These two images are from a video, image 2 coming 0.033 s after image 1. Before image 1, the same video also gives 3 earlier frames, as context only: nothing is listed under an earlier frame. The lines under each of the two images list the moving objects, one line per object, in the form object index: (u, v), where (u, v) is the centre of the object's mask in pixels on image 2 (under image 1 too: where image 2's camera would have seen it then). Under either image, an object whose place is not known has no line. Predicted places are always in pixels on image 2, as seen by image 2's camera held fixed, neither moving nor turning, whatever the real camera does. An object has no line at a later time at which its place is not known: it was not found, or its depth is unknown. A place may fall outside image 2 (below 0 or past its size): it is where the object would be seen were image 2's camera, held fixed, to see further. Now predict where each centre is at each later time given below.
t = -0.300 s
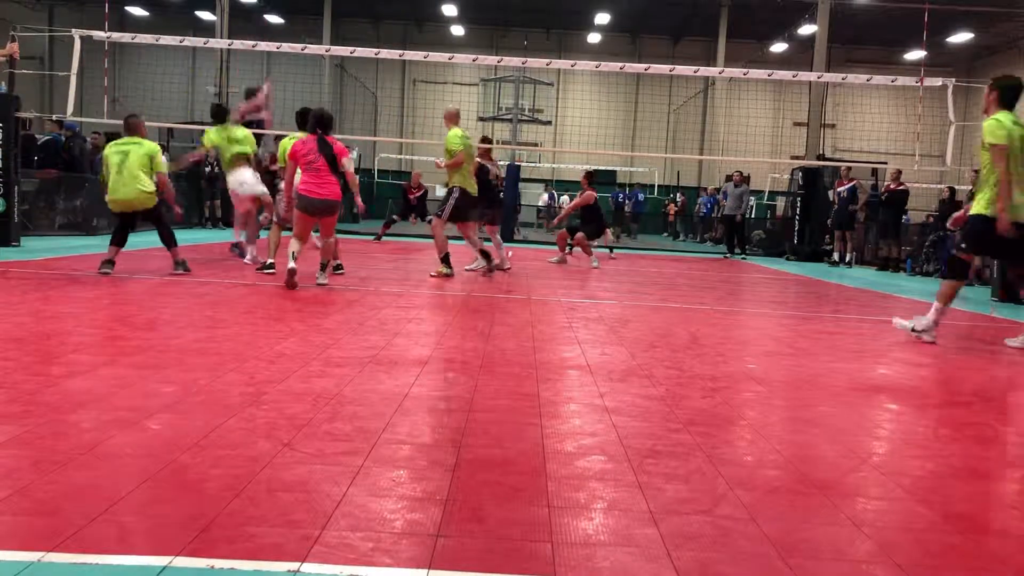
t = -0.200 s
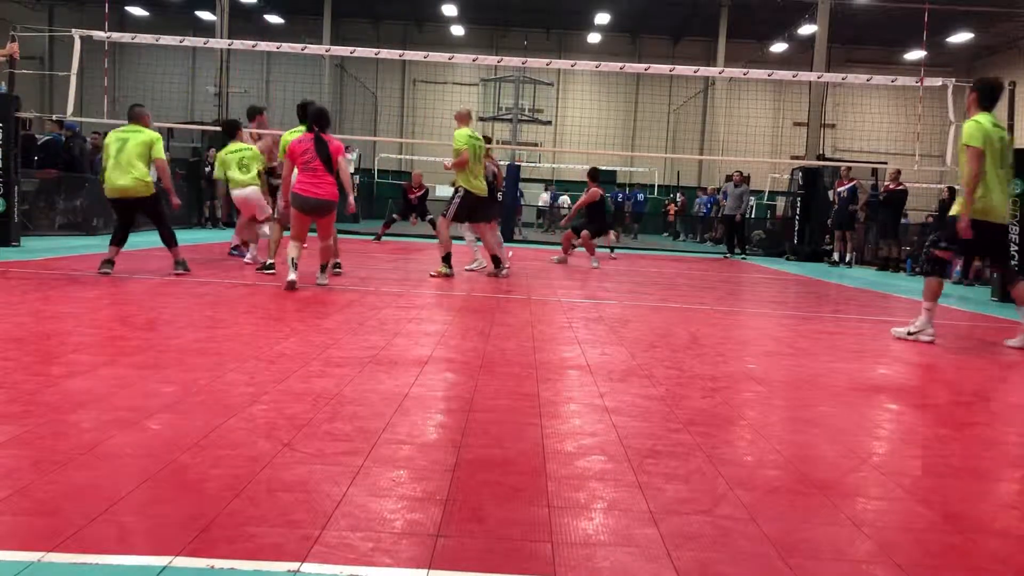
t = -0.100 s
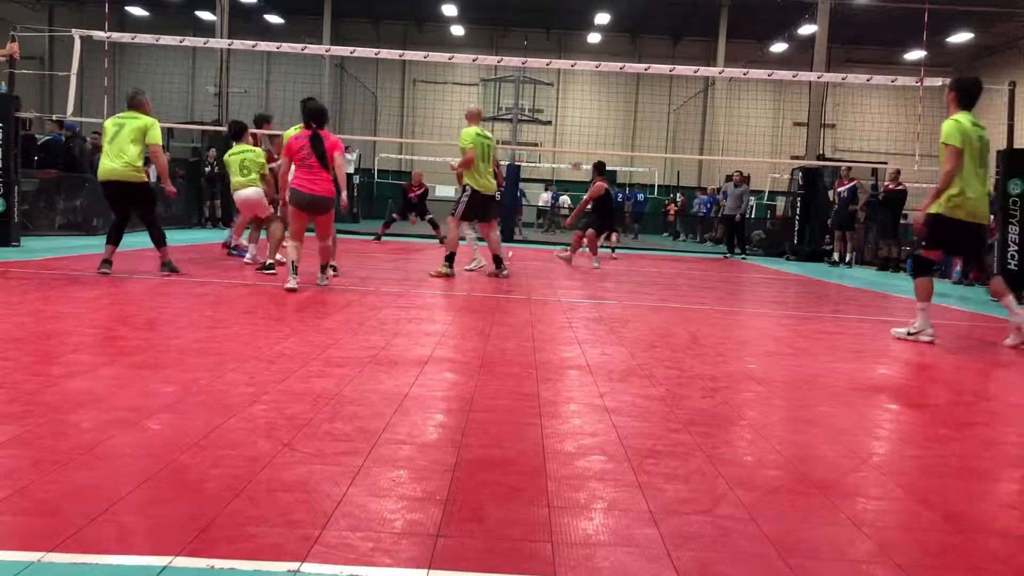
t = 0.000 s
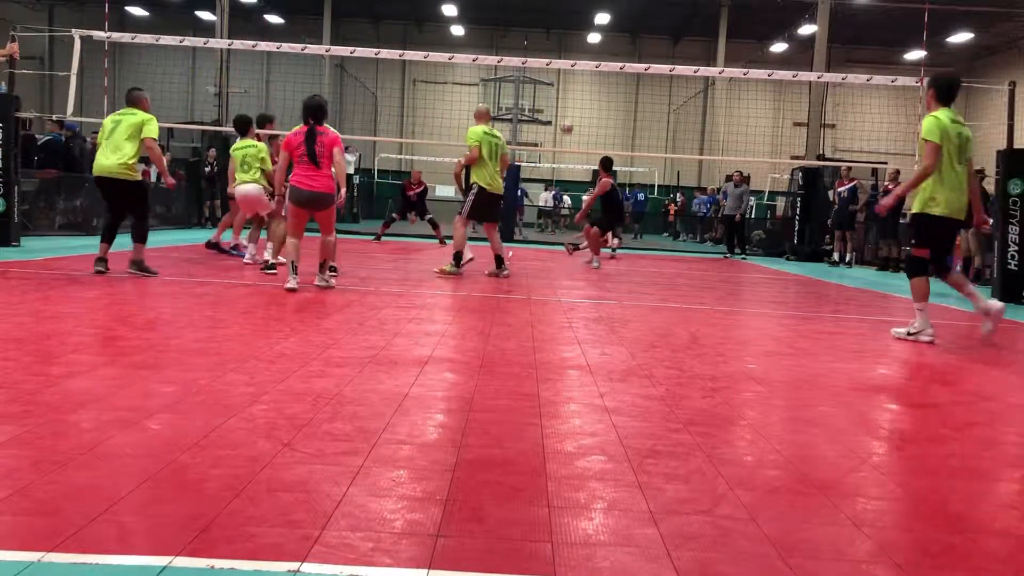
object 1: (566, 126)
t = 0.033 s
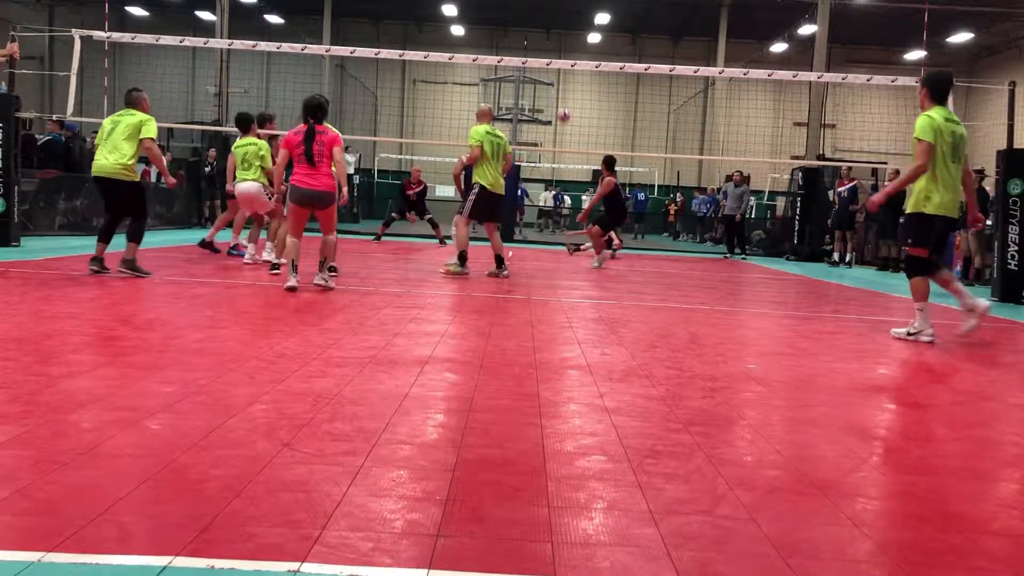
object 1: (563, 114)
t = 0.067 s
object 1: (560, 105)
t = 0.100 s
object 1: (556, 92)
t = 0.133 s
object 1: (552, 83)
